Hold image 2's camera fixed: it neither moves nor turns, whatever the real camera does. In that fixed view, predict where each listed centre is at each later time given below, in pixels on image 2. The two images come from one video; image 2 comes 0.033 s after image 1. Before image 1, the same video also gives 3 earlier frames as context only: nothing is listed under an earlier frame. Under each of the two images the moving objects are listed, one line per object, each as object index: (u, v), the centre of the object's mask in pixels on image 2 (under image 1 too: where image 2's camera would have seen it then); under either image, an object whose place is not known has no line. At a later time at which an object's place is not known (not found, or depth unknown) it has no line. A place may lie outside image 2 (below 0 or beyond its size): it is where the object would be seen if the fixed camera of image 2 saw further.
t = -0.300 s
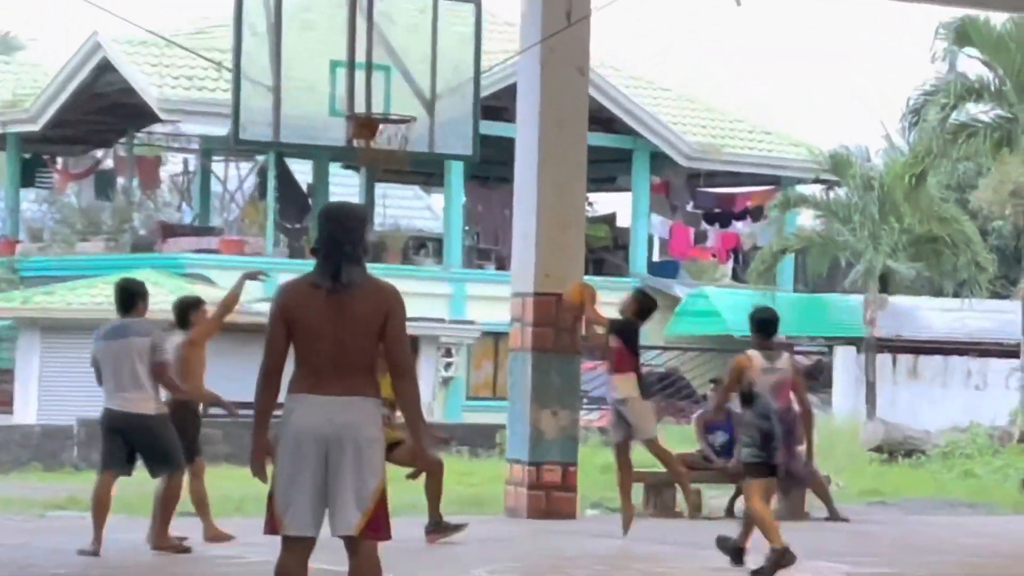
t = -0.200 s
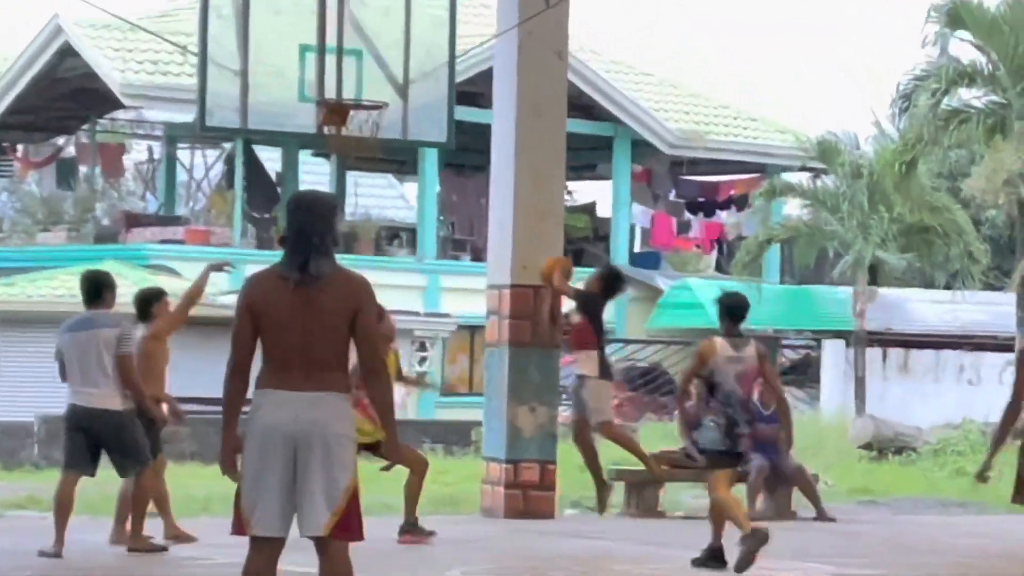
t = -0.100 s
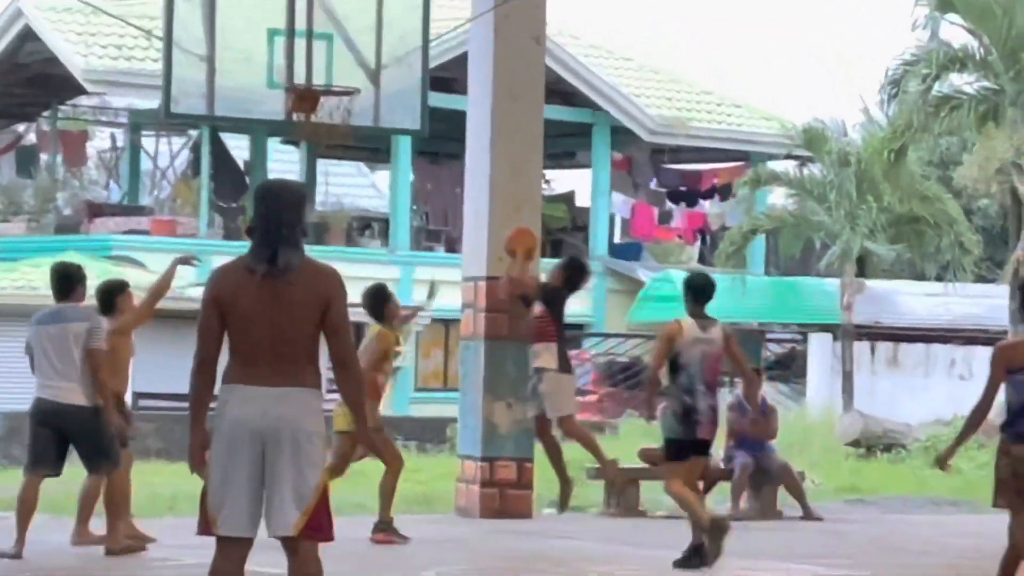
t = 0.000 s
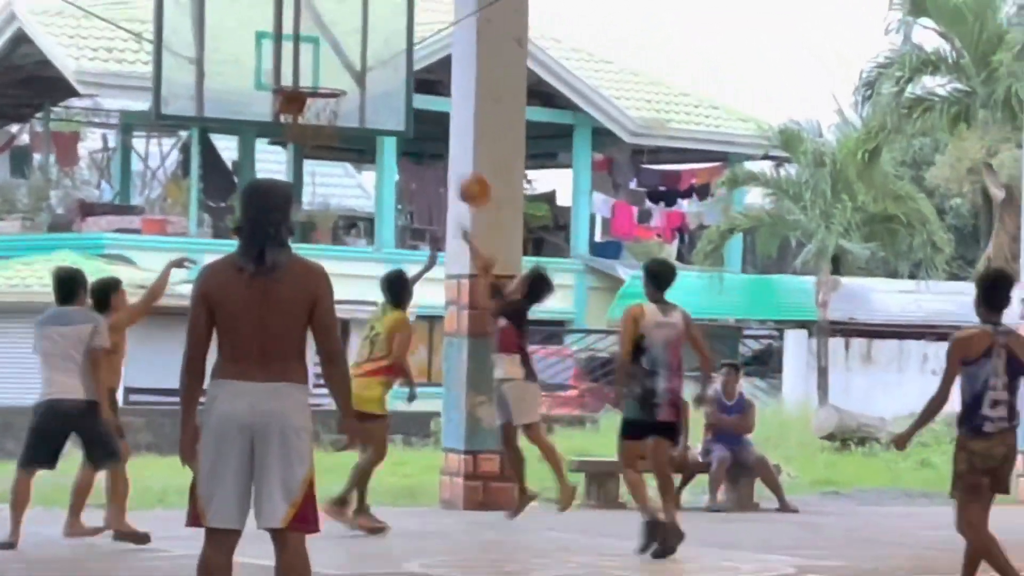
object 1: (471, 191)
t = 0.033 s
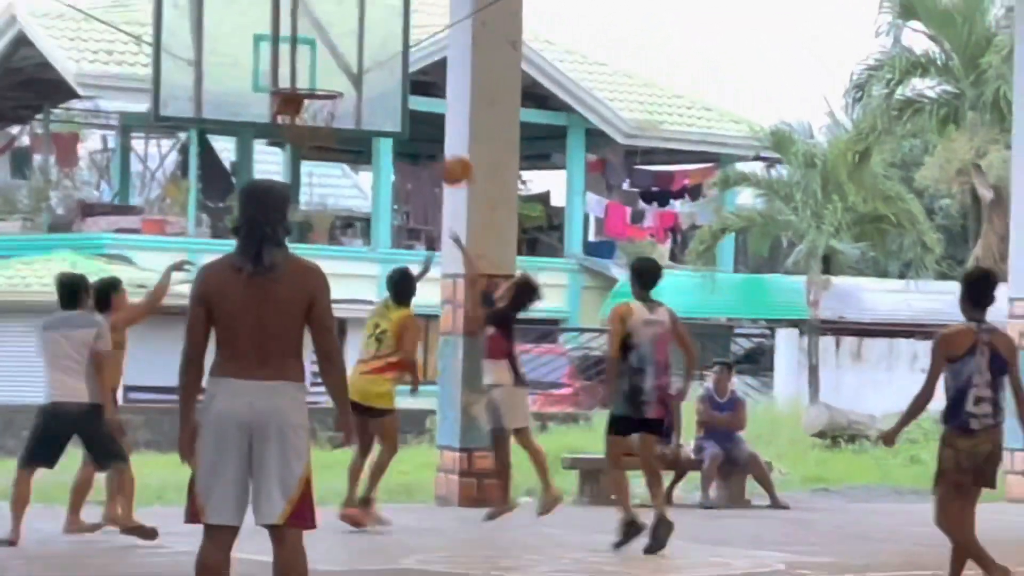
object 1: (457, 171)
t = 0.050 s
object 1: (448, 160)
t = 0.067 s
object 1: (440, 152)
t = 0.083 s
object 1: (432, 143)
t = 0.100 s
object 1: (429, 135)
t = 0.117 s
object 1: (423, 130)
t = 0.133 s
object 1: (417, 124)
